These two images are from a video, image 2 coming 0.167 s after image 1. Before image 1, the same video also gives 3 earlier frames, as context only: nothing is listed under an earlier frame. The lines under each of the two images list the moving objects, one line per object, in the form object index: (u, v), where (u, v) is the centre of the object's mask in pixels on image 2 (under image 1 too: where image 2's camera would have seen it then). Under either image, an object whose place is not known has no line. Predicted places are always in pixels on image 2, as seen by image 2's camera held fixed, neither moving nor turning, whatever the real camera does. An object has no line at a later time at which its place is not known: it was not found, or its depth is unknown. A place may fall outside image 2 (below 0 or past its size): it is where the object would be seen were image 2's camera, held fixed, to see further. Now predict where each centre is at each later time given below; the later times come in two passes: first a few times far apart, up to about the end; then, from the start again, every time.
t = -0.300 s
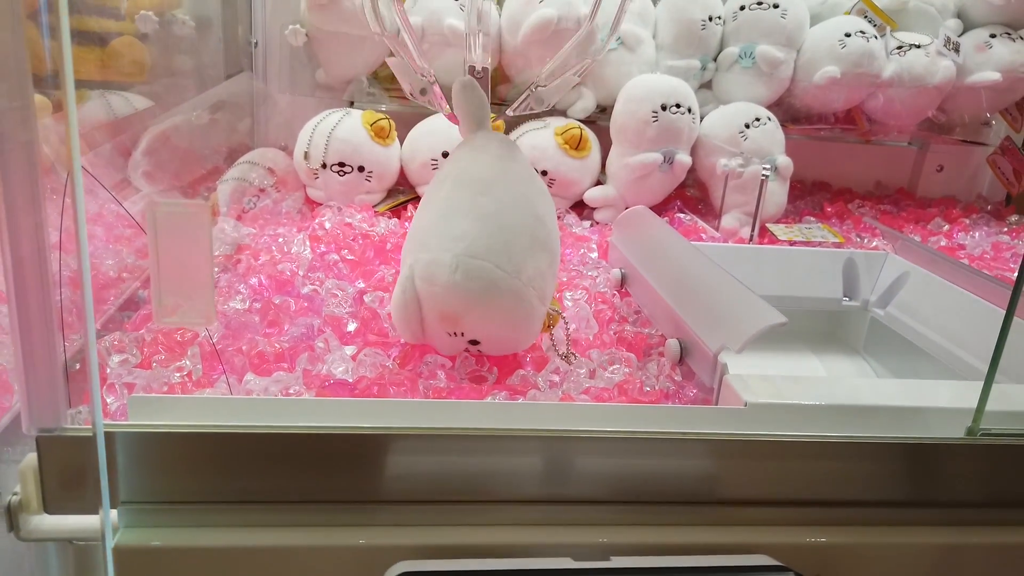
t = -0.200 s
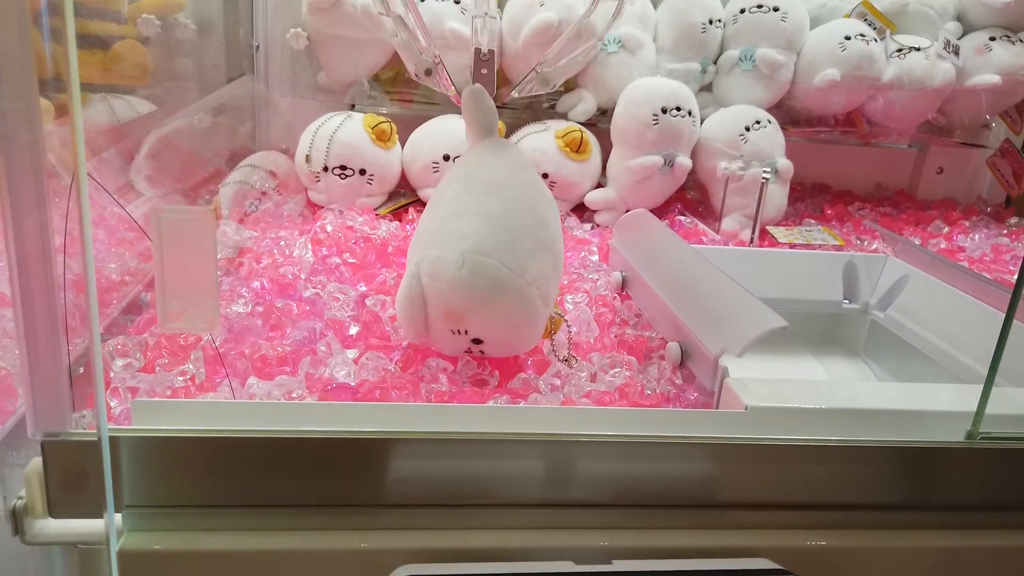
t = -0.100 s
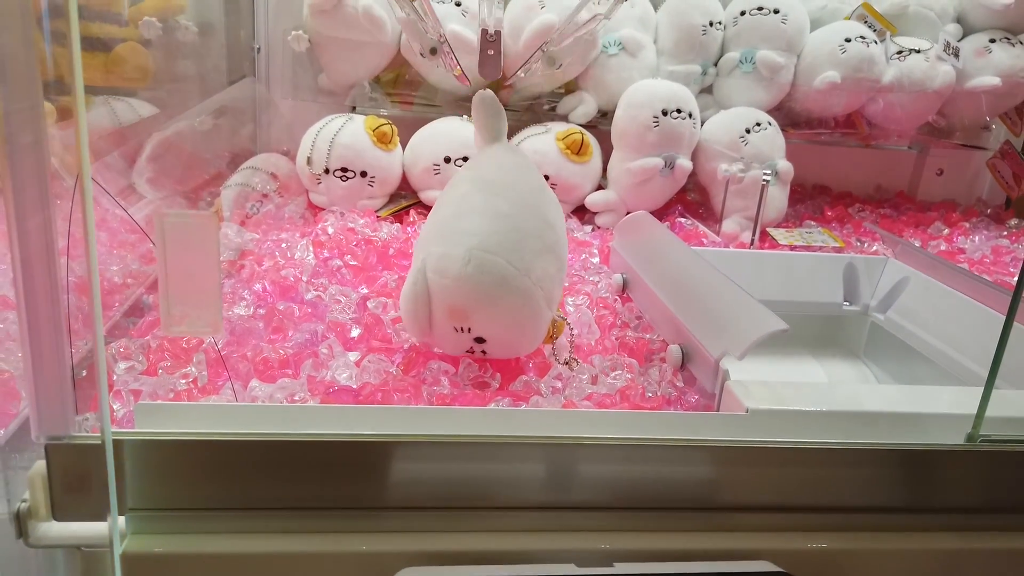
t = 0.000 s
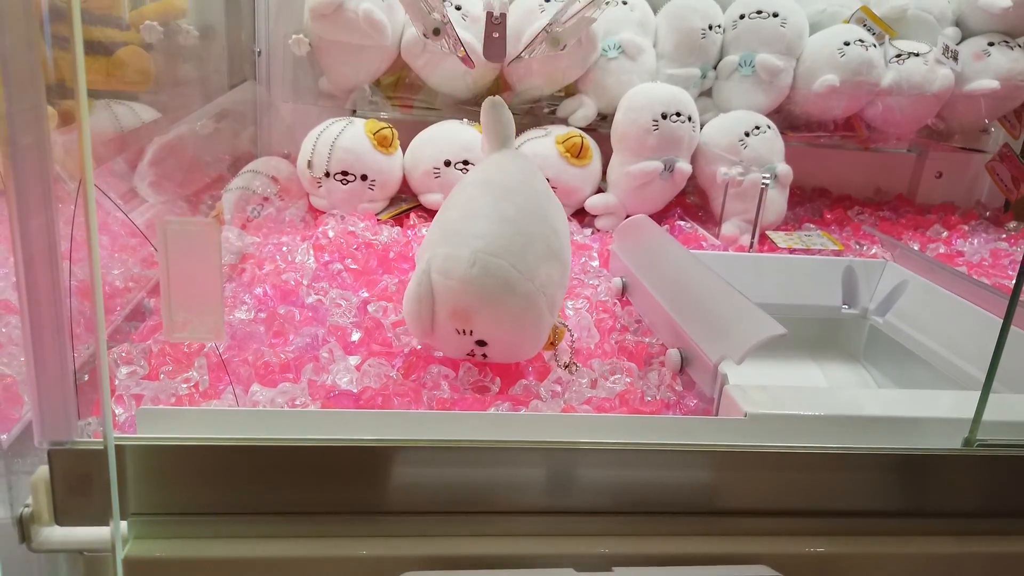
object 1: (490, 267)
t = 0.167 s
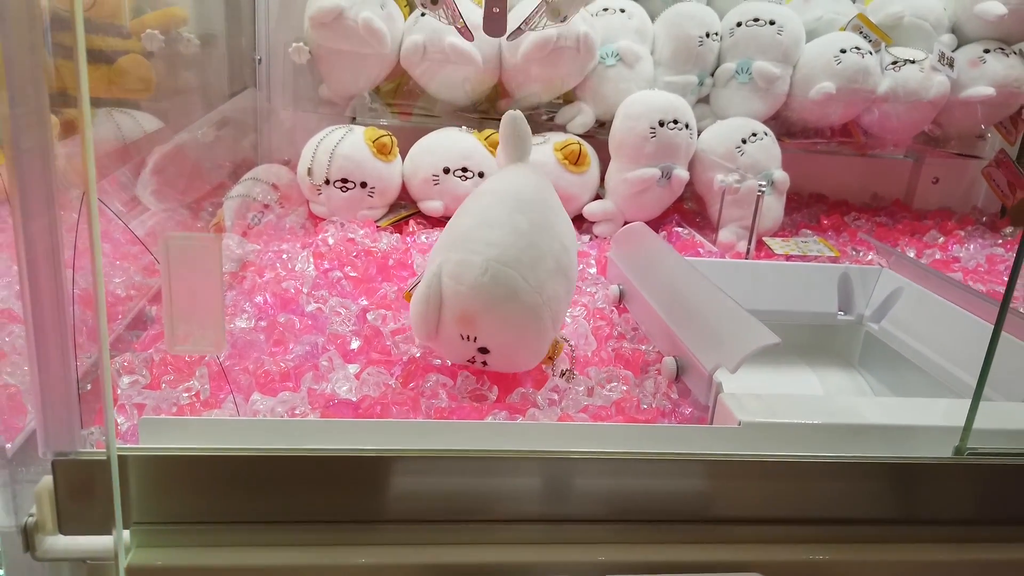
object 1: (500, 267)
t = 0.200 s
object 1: (502, 267)
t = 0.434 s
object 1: (502, 267)
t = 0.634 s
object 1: (502, 266)
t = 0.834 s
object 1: (502, 266)
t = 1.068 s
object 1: (502, 266)
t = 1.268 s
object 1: (503, 265)
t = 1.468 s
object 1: (503, 266)
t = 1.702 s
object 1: (504, 266)
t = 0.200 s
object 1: (502, 267)
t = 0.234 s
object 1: (503, 267)
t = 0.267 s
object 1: (502, 267)
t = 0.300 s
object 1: (502, 267)
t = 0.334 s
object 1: (502, 267)
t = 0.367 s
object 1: (502, 266)
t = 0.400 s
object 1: (502, 267)
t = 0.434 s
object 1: (502, 267)
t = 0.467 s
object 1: (502, 266)
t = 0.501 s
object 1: (502, 266)
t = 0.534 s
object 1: (502, 266)
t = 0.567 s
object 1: (502, 266)
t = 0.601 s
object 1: (502, 267)
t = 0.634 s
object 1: (502, 266)
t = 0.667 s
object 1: (502, 266)
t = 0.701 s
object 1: (502, 266)
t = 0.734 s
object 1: (502, 266)
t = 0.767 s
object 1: (502, 266)
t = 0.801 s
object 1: (502, 267)
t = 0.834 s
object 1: (502, 266)
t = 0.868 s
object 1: (502, 266)
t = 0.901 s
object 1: (502, 266)
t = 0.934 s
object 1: (502, 266)
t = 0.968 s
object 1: (502, 266)
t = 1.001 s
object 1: (502, 266)
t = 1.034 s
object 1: (502, 266)
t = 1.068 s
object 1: (502, 266)
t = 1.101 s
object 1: (502, 266)
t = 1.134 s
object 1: (502, 266)
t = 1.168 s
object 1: (503, 265)
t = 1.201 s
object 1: (503, 266)
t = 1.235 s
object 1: (502, 266)
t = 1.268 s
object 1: (503, 265)
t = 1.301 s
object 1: (503, 266)
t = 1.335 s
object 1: (503, 266)
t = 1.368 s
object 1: (503, 266)
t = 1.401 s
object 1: (503, 266)
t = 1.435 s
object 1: (503, 266)
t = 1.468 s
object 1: (503, 266)
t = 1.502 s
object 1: (503, 266)
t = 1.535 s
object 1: (504, 266)
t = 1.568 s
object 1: (504, 266)
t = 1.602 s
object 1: (504, 266)
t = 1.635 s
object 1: (504, 266)
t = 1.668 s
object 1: (504, 266)
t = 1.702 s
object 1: (504, 266)
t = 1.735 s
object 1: (504, 266)
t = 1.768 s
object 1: (505, 266)
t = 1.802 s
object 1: (504, 266)
